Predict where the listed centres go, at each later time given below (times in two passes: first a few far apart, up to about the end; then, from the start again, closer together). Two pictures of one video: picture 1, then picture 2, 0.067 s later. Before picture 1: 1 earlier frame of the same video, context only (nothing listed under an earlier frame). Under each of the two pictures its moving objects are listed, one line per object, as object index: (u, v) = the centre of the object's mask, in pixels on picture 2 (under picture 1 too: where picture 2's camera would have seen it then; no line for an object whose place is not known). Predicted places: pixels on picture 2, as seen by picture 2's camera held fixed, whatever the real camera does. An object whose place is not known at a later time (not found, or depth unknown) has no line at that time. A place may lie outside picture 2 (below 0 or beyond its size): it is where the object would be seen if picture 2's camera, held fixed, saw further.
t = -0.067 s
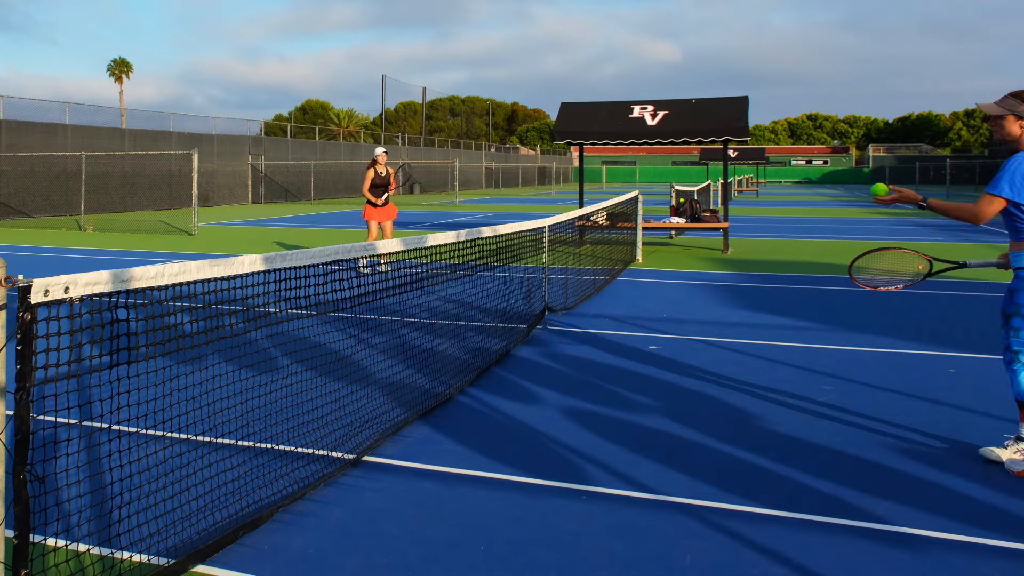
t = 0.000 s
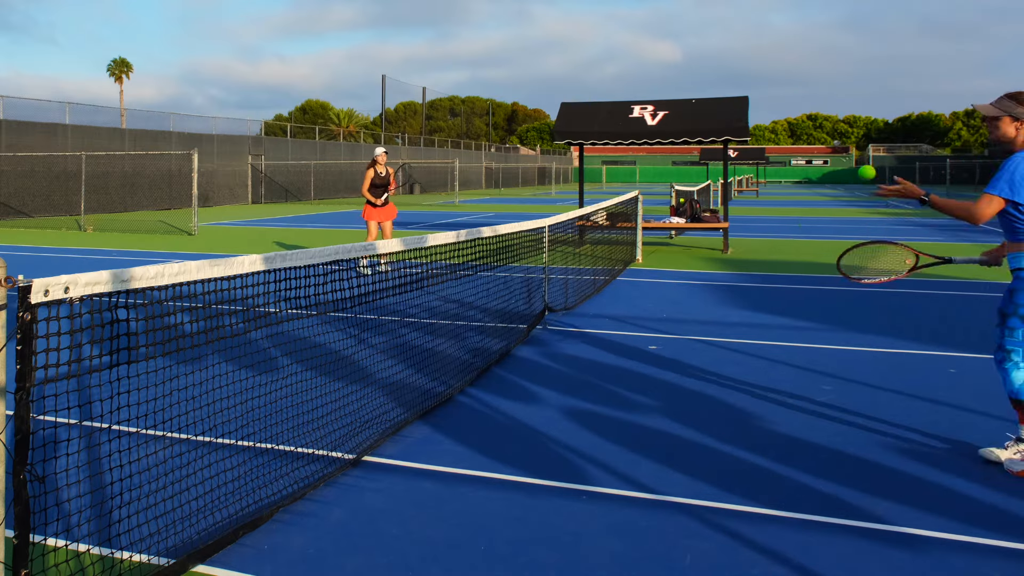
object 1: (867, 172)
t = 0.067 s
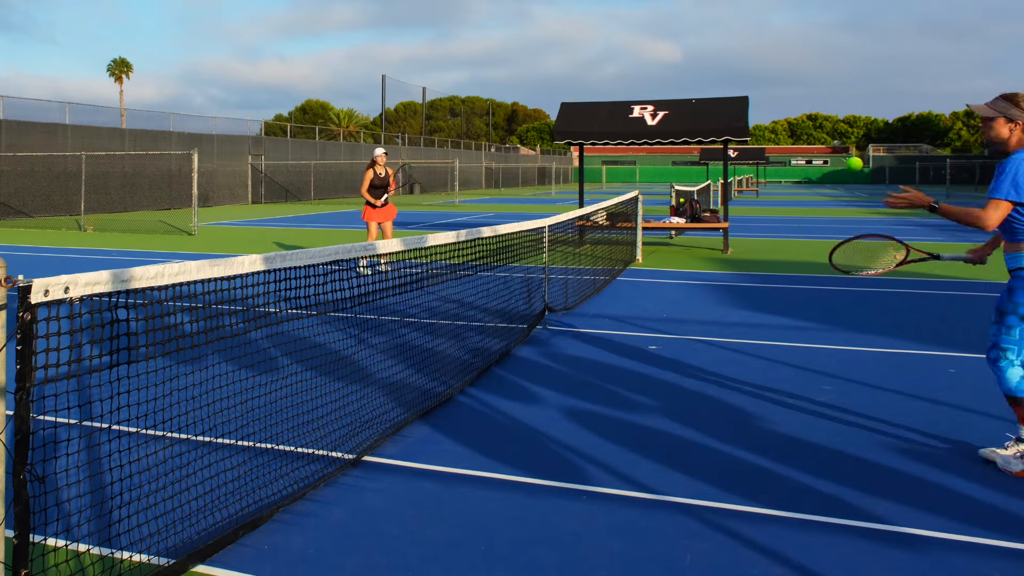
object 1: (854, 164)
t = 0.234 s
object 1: (823, 185)
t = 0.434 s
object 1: (787, 285)
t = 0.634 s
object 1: (753, 424)
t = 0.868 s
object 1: (724, 300)
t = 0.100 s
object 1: (848, 163)
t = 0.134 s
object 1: (842, 165)
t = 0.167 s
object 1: (836, 169)
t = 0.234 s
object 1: (823, 185)
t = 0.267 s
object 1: (817, 196)
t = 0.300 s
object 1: (811, 209)
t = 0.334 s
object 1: (805, 225)
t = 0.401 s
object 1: (793, 263)
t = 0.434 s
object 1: (787, 285)
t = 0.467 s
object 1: (780, 310)
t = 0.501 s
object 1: (775, 336)
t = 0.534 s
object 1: (769, 365)
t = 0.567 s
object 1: (763, 395)
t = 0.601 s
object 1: (757, 428)
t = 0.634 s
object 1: (753, 424)
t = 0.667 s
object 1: (749, 399)
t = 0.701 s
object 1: (744, 377)
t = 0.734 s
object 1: (740, 357)
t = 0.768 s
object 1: (736, 340)
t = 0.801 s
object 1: (732, 324)
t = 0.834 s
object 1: (728, 311)
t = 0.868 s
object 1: (724, 300)
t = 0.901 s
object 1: (720, 292)
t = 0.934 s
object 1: (715, 285)
